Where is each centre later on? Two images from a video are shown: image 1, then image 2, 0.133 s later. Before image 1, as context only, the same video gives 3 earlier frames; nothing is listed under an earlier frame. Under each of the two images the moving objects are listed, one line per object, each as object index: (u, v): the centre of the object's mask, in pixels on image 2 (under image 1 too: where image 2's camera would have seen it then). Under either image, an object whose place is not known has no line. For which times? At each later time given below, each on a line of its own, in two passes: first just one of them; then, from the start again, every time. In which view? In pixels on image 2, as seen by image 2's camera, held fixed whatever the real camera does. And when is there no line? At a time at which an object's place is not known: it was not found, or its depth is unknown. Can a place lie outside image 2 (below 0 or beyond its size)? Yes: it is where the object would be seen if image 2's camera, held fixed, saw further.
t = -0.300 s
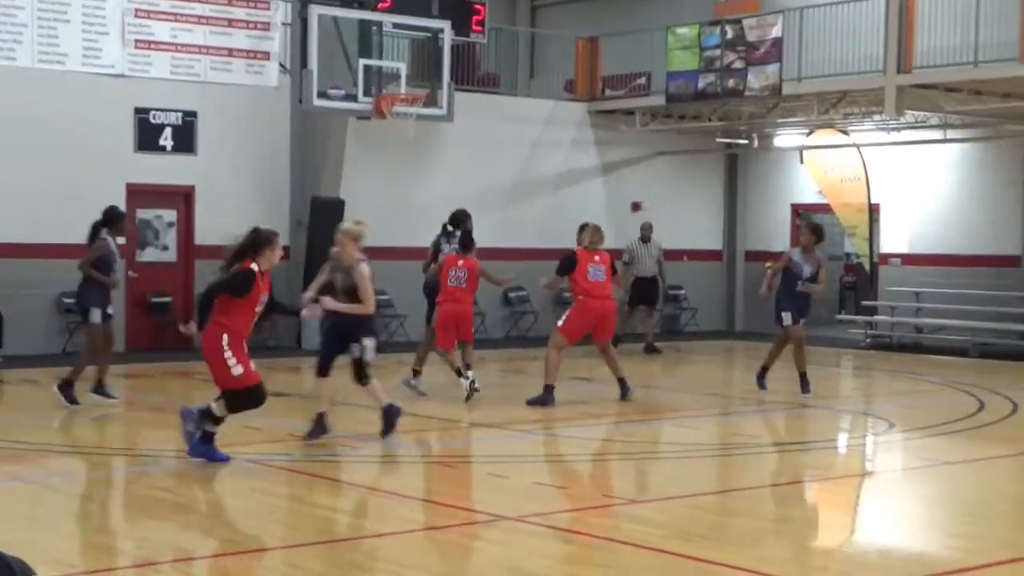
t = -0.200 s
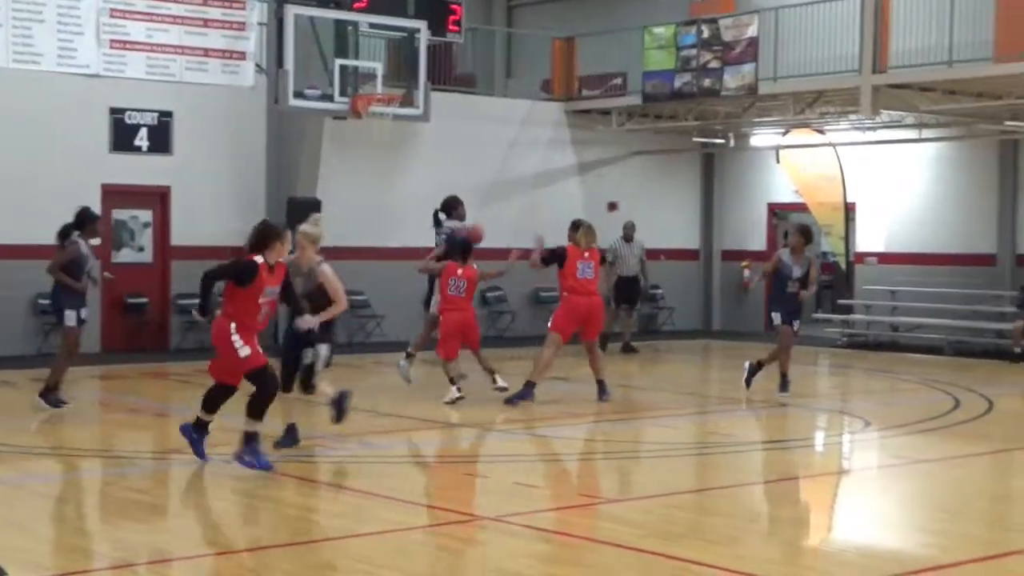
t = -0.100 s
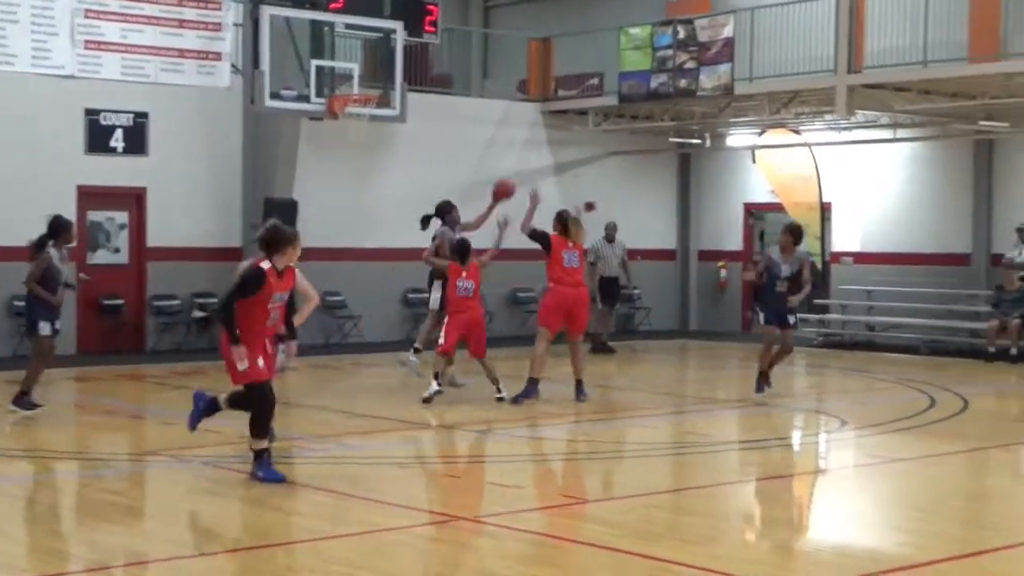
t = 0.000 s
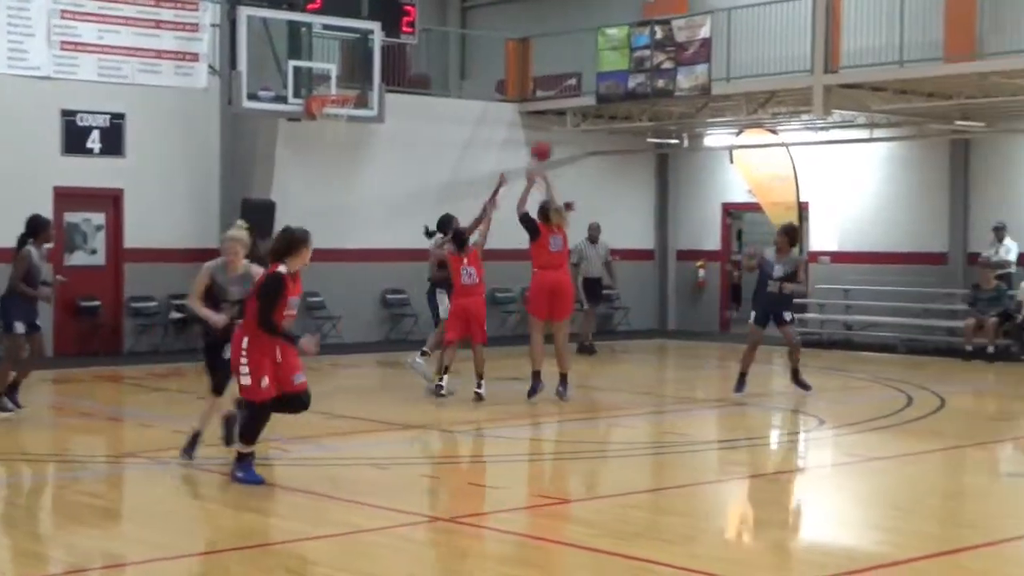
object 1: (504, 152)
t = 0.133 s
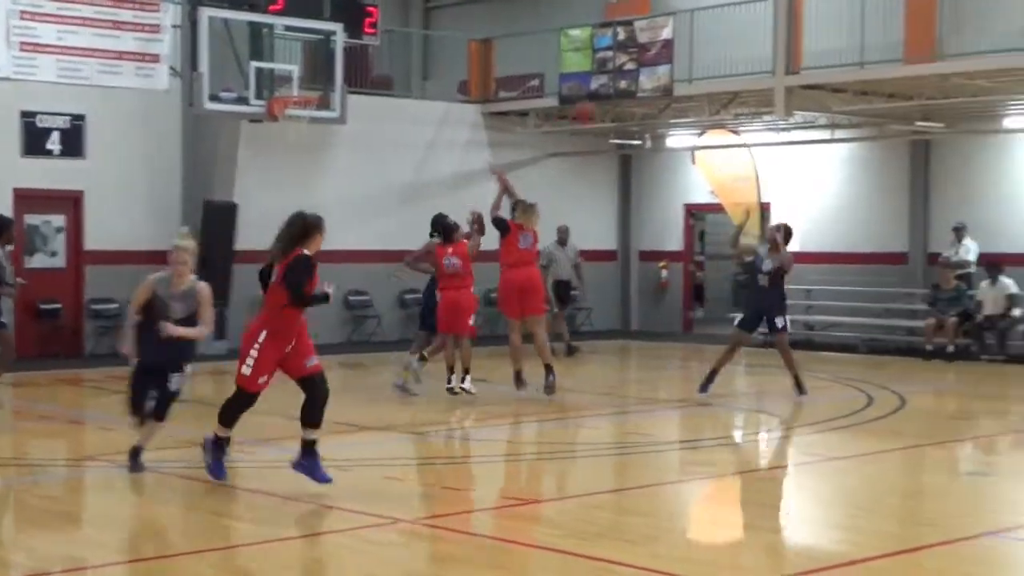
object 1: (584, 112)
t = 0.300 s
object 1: (686, 89)
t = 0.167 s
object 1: (604, 105)
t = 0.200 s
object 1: (625, 100)
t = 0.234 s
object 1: (645, 96)
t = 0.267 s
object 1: (667, 92)
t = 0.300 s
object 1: (686, 89)
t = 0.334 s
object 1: (707, 88)
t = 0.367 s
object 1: (727, 88)
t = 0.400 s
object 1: (748, 90)
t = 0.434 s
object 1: (770, 92)
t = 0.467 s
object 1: (790, 97)
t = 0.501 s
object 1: (811, 99)
